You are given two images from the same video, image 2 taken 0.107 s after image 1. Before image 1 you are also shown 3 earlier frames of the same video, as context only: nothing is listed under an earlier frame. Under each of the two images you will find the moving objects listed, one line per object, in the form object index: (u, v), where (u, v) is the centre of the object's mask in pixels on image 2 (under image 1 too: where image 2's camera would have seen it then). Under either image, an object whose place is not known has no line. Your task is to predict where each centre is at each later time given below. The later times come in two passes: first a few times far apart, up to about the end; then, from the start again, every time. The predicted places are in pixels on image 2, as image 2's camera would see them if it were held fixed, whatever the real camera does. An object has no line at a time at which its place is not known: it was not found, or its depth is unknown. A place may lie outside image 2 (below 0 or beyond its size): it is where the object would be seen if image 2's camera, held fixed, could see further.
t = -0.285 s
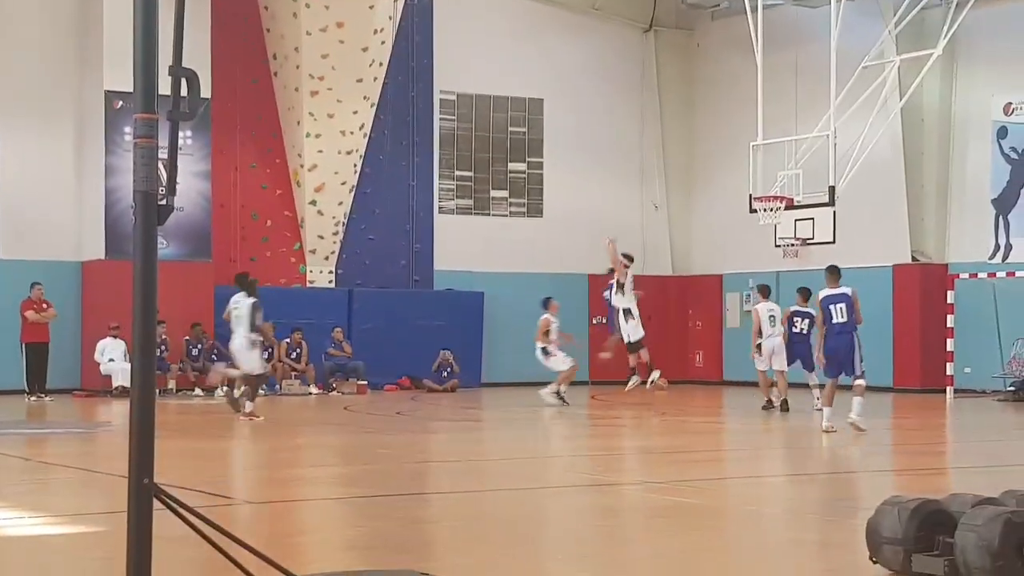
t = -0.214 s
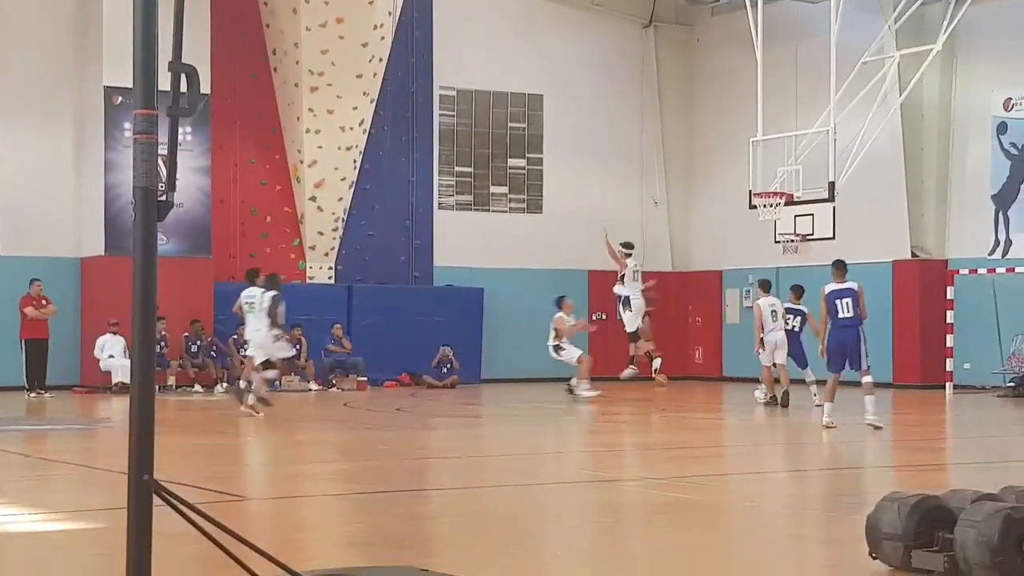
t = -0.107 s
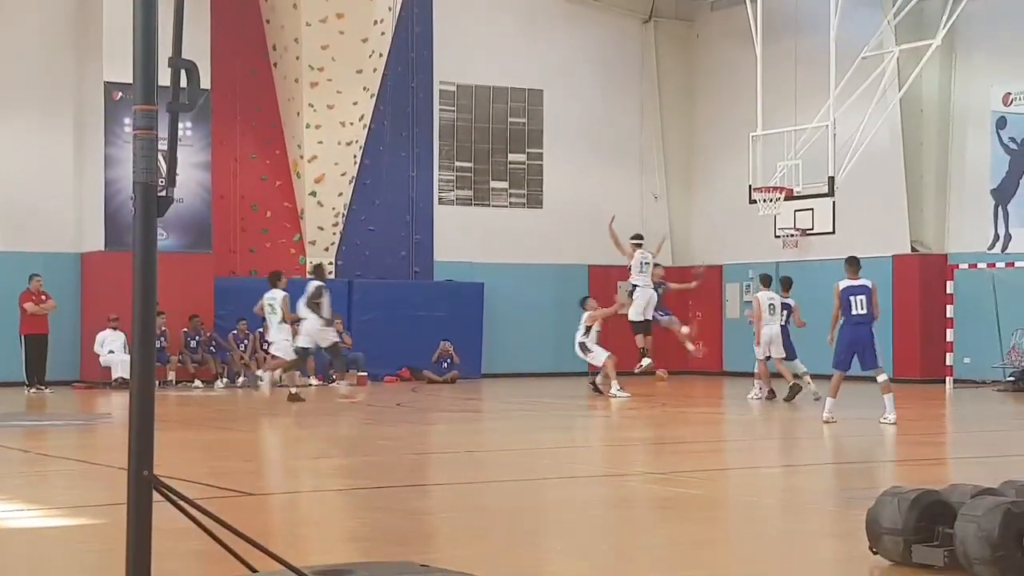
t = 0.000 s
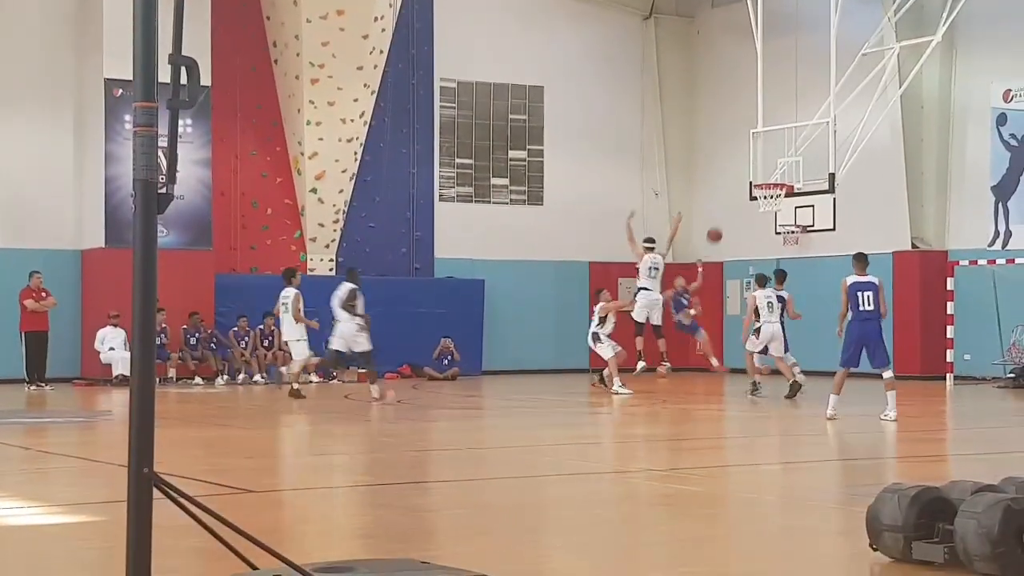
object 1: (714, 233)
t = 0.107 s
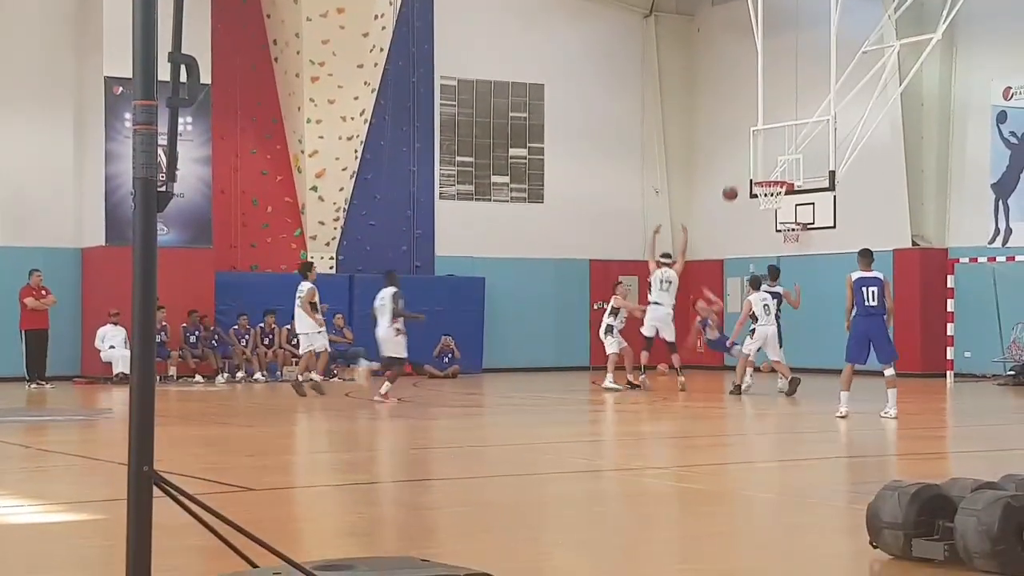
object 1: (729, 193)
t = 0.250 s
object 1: (745, 164)
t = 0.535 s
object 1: (762, 138)
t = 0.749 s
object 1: (762, 148)
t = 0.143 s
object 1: (733, 185)
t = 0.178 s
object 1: (737, 177)
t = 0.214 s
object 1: (741, 170)
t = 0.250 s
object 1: (745, 164)
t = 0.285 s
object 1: (749, 159)
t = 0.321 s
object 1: (754, 154)
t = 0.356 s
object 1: (758, 151)
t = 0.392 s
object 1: (761, 147)
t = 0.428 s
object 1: (762, 144)
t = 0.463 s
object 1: (761, 141)
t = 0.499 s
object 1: (761, 139)
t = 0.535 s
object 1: (762, 138)
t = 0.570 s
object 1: (762, 137)
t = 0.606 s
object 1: (762, 138)
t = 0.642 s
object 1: (762, 139)
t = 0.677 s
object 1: (762, 142)
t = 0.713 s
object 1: (762, 145)
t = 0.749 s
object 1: (762, 148)
